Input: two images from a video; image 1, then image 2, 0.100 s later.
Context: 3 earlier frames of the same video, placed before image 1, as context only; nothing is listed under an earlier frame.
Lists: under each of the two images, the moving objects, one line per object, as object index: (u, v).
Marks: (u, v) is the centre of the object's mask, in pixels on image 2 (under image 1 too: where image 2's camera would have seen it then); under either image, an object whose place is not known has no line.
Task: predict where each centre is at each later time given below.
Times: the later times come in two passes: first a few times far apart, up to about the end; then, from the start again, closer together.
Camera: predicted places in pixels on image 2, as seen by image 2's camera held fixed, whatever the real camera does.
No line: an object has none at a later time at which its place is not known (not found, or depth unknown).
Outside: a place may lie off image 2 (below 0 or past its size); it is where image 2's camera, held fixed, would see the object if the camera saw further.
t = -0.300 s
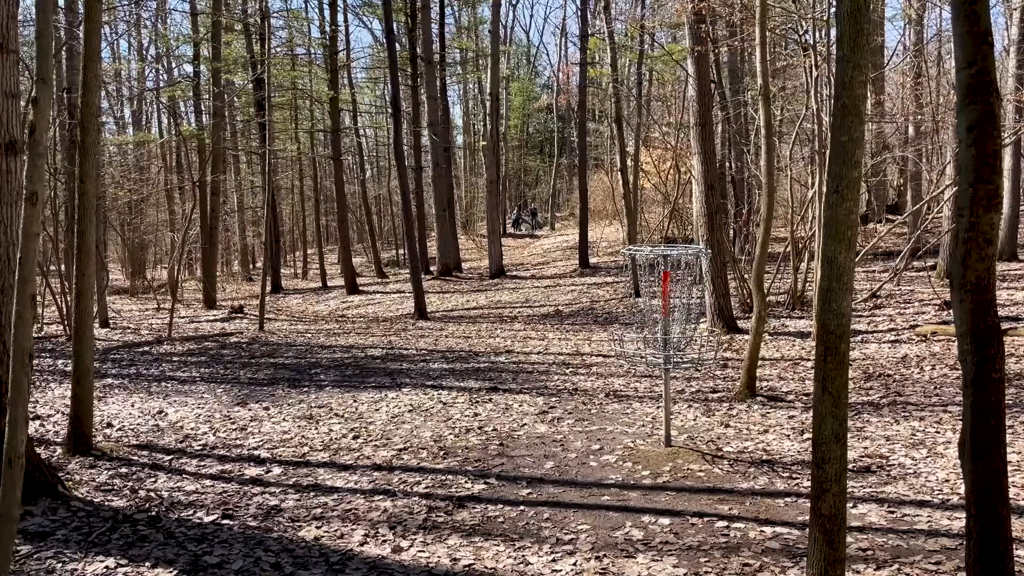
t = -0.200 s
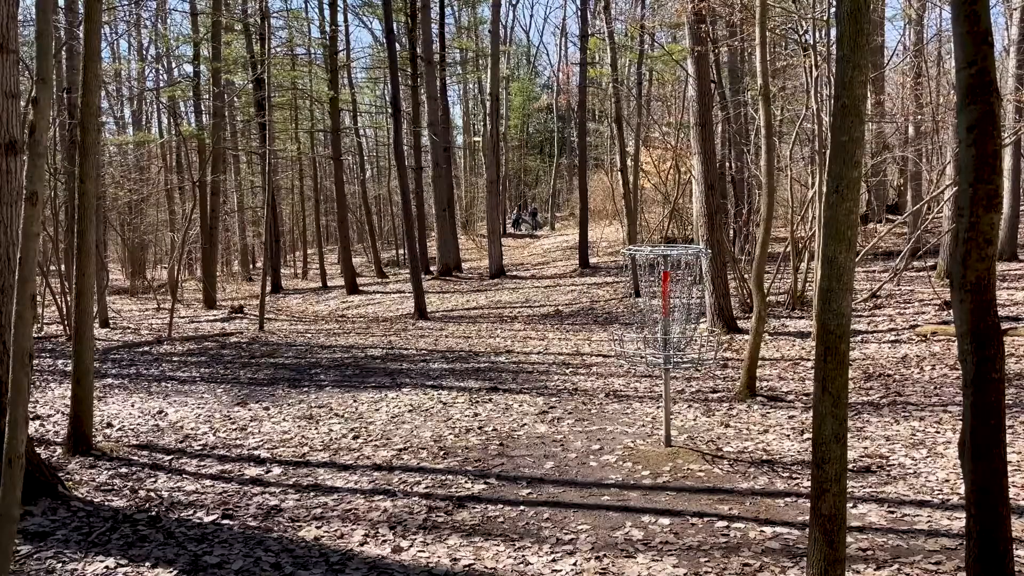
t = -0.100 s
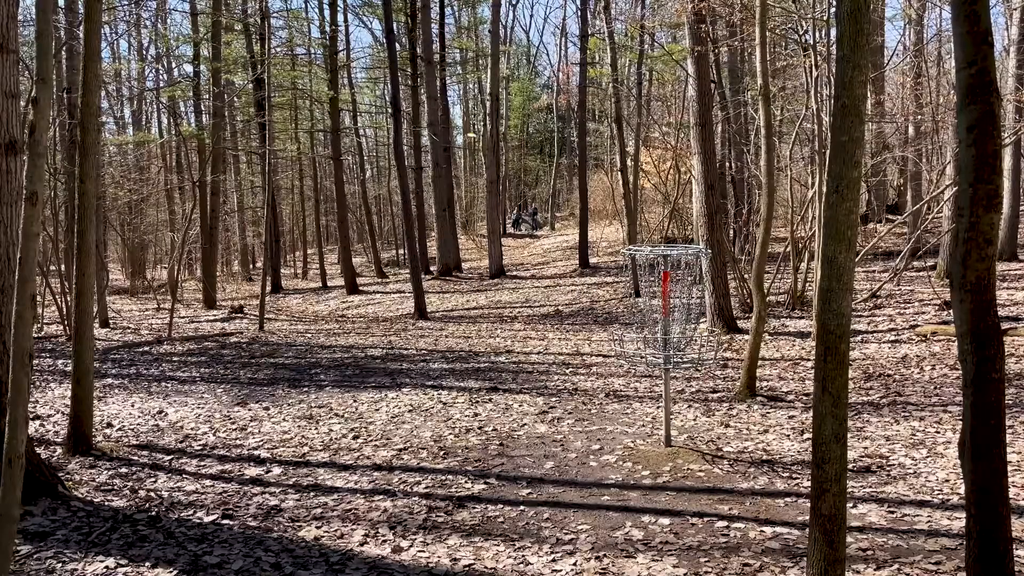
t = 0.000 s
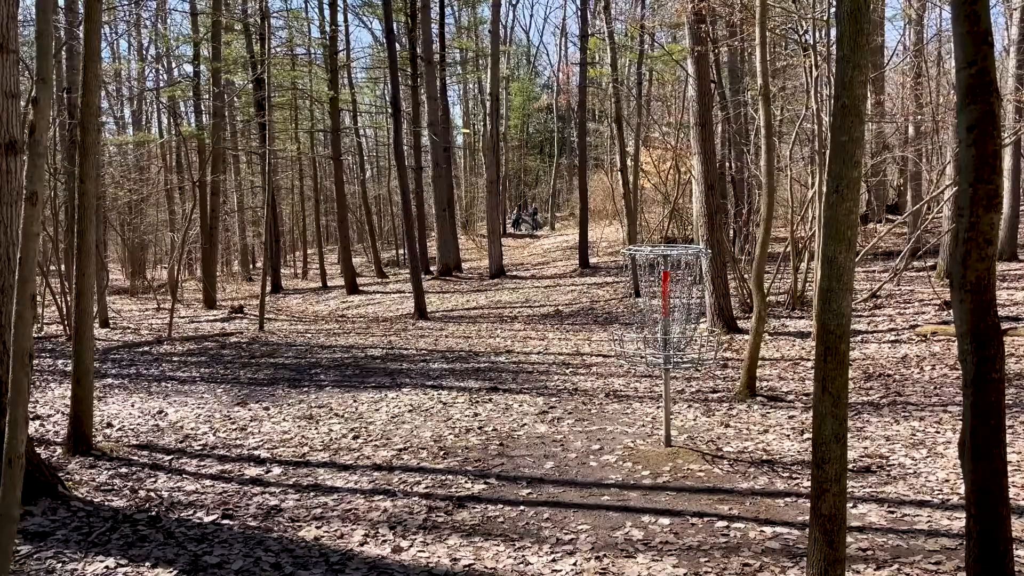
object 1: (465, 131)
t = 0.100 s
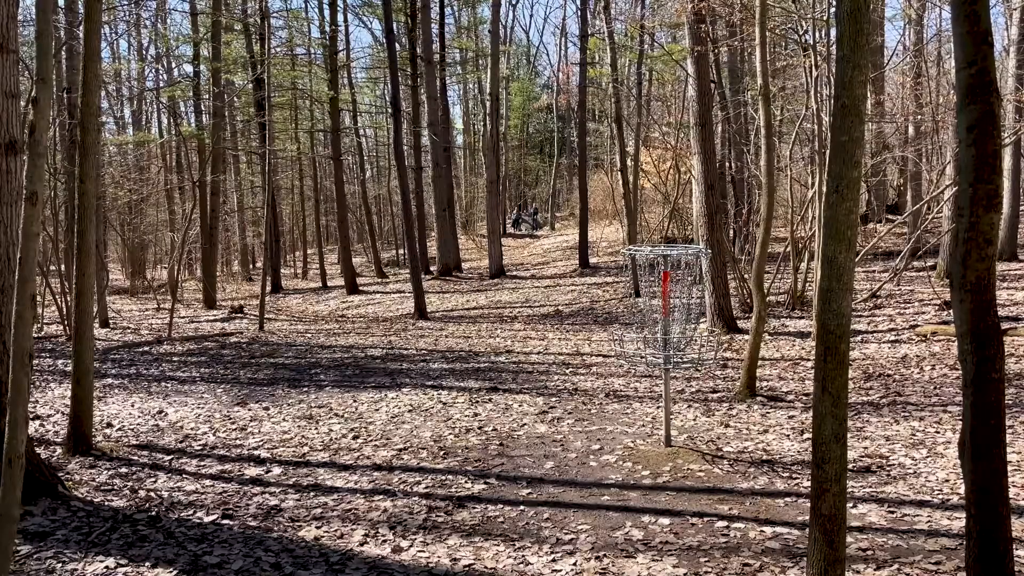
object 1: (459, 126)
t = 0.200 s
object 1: (452, 122)
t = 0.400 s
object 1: (440, 116)
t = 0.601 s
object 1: (430, 111)
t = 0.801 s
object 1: (420, 108)
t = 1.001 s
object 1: (416, 107)
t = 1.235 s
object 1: (420, 117)
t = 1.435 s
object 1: (439, 139)
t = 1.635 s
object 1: (480, 176)
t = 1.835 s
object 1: (558, 242)
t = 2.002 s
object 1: (651, 323)
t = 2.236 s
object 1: (693, 348)
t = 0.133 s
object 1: (456, 125)
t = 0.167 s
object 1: (454, 124)
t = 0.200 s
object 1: (452, 122)
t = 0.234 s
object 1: (451, 121)
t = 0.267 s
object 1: (448, 119)
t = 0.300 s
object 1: (447, 119)
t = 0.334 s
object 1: (445, 118)
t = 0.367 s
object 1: (443, 117)
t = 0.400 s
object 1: (440, 116)
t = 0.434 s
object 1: (438, 115)
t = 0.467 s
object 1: (437, 114)
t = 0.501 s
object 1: (434, 114)
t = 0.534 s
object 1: (432, 112)
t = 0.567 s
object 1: (431, 112)
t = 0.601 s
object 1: (430, 111)
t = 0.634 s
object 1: (427, 110)
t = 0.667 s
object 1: (425, 110)
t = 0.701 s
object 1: (424, 109)
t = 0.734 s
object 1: (422, 108)
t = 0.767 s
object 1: (421, 108)
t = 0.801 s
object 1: (420, 108)
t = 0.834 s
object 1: (419, 107)
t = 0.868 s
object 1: (417, 107)
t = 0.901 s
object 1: (417, 107)
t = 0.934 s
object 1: (416, 107)
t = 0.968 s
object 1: (416, 107)
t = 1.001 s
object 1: (416, 107)
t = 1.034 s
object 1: (415, 108)
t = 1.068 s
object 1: (416, 109)
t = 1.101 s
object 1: (416, 110)
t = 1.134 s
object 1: (416, 111)
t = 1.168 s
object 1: (417, 112)
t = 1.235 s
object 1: (420, 117)
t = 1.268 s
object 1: (422, 120)
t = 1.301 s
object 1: (424, 123)
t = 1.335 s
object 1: (427, 126)
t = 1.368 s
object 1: (431, 130)
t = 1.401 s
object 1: (434, 134)
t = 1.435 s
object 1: (439, 139)
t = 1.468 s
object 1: (444, 144)
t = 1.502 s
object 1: (450, 149)
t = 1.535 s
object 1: (456, 155)
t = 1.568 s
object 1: (463, 161)
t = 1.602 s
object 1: (471, 169)
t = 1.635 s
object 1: (480, 176)
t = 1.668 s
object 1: (490, 185)
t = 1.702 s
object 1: (501, 194)
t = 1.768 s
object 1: (527, 216)
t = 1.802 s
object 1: (541, 228)
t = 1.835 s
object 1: (558, 242)
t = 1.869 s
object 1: (575, 257)
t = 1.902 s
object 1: (593, 272)
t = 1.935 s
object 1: (614, 290)
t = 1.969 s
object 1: (635, 309)
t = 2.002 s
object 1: (651, 323)
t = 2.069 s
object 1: (673, 336)
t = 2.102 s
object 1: (680, 344)
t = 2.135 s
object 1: (682, 344)
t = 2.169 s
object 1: (685, 345)
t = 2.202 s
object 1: (689, 347)
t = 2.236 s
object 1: (693, 348)
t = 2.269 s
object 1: (694, 347)
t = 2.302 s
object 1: (697, 349)
